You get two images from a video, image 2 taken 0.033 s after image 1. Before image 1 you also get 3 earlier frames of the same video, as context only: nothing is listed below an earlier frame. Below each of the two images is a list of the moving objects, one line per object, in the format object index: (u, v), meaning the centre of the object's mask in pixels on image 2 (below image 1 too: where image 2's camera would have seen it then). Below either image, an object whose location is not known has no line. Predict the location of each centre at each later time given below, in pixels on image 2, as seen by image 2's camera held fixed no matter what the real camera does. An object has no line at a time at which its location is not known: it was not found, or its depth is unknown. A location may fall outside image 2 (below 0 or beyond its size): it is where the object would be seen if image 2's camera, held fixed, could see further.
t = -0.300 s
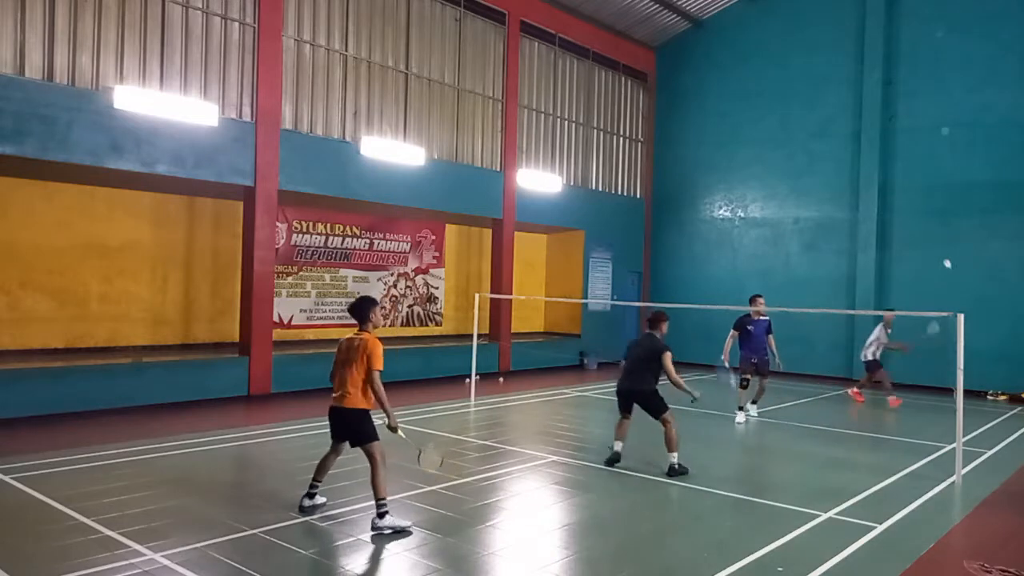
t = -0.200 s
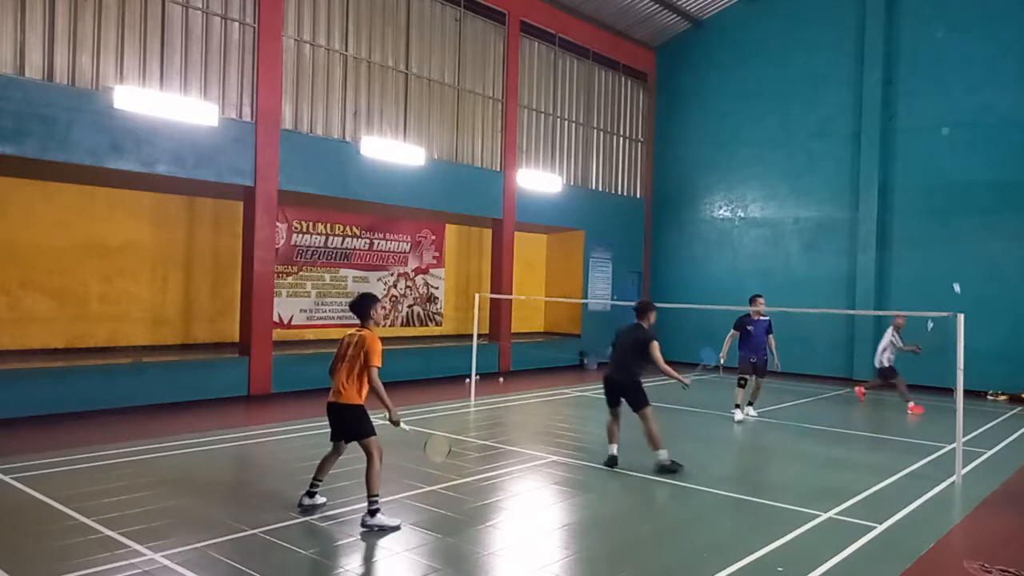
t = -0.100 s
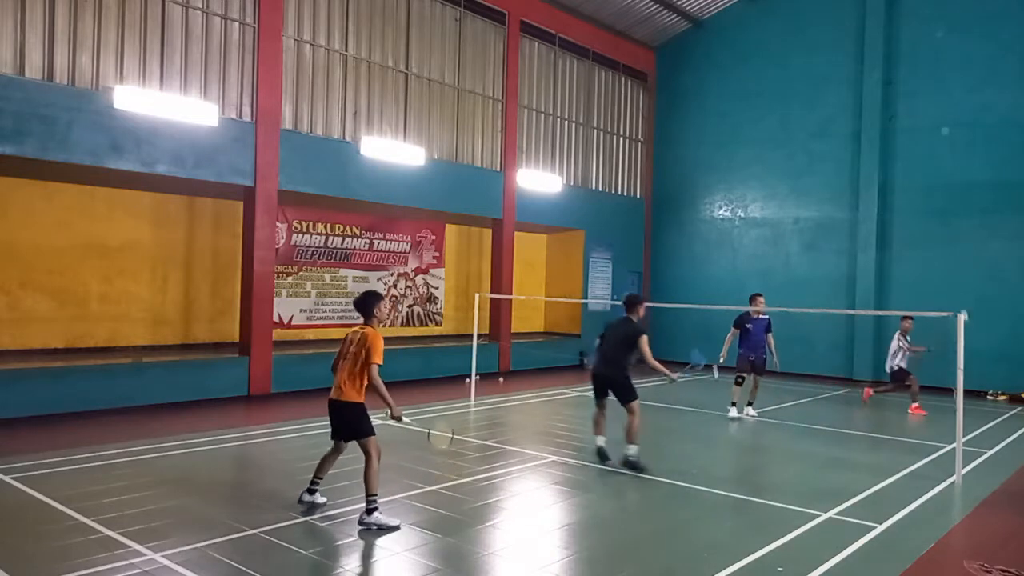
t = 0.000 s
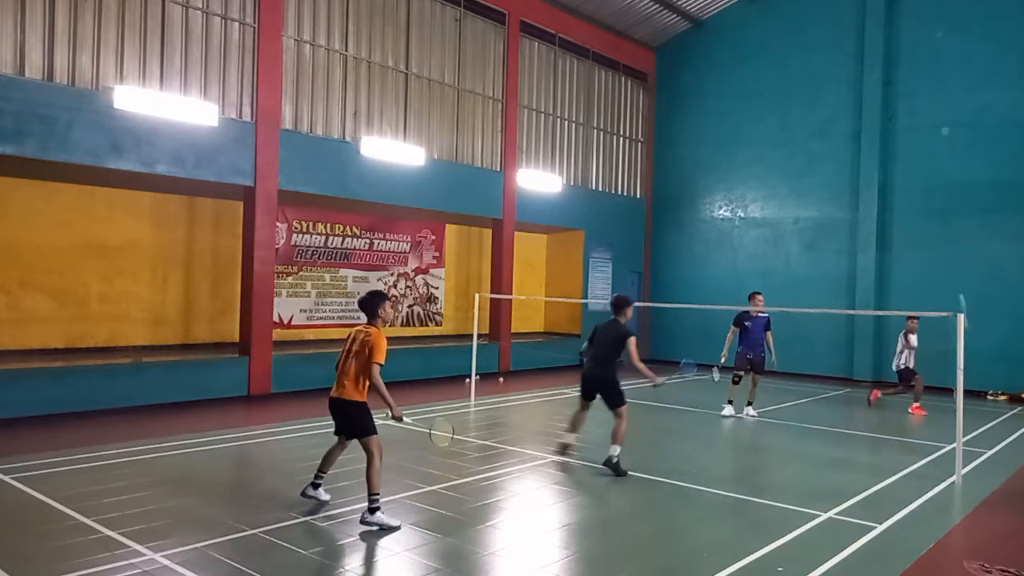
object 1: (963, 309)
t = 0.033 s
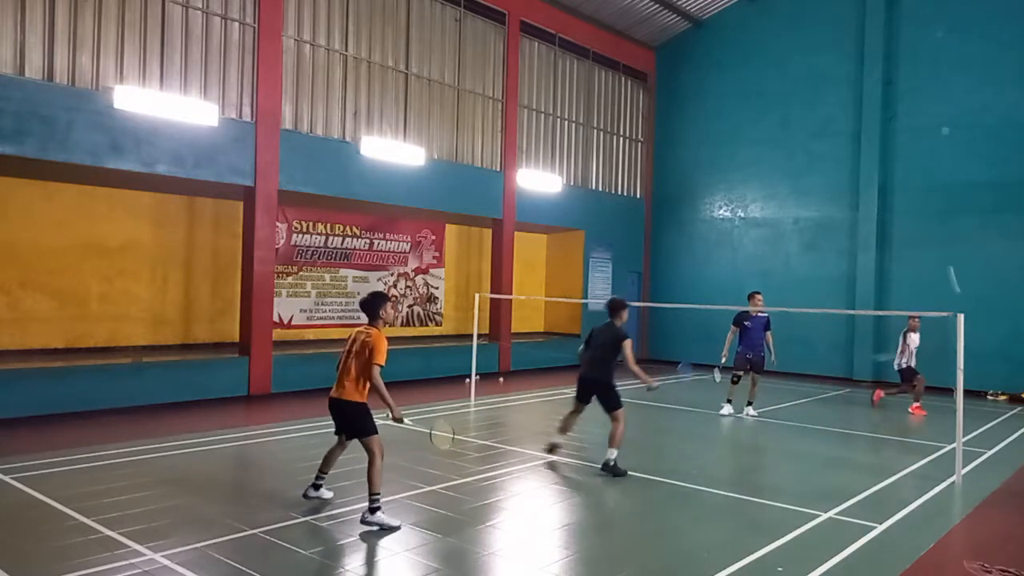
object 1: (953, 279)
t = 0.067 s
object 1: (945, 251)
